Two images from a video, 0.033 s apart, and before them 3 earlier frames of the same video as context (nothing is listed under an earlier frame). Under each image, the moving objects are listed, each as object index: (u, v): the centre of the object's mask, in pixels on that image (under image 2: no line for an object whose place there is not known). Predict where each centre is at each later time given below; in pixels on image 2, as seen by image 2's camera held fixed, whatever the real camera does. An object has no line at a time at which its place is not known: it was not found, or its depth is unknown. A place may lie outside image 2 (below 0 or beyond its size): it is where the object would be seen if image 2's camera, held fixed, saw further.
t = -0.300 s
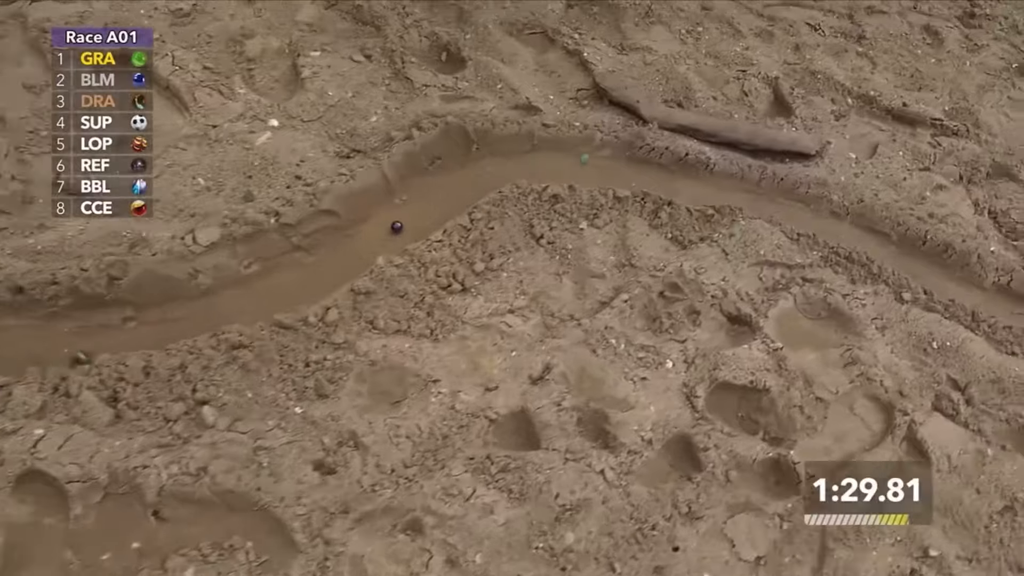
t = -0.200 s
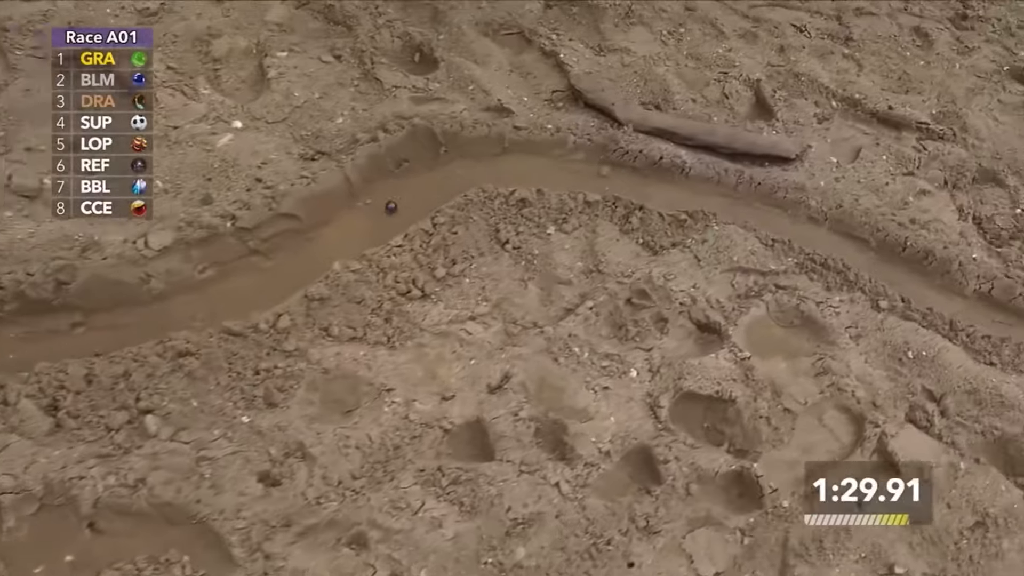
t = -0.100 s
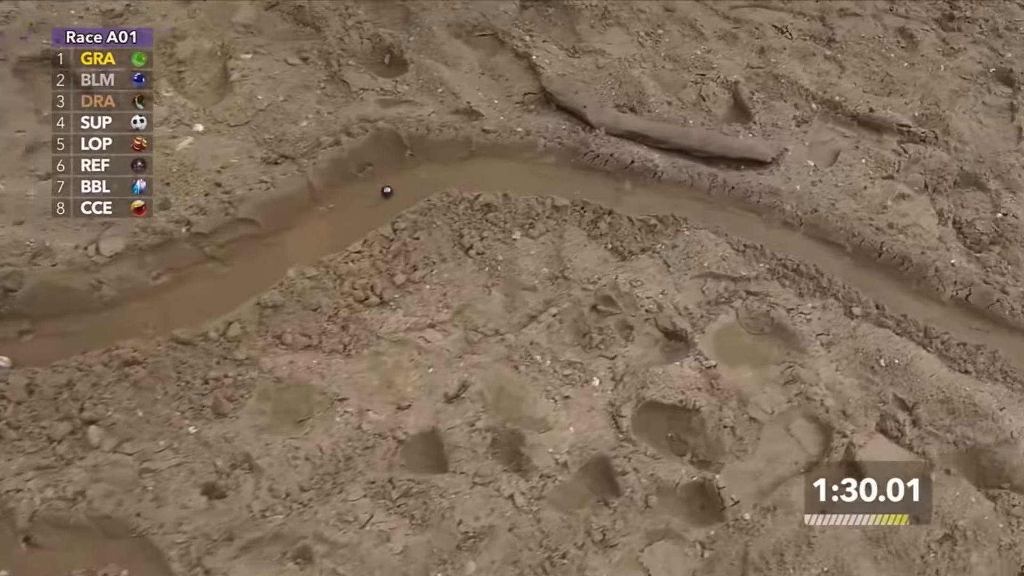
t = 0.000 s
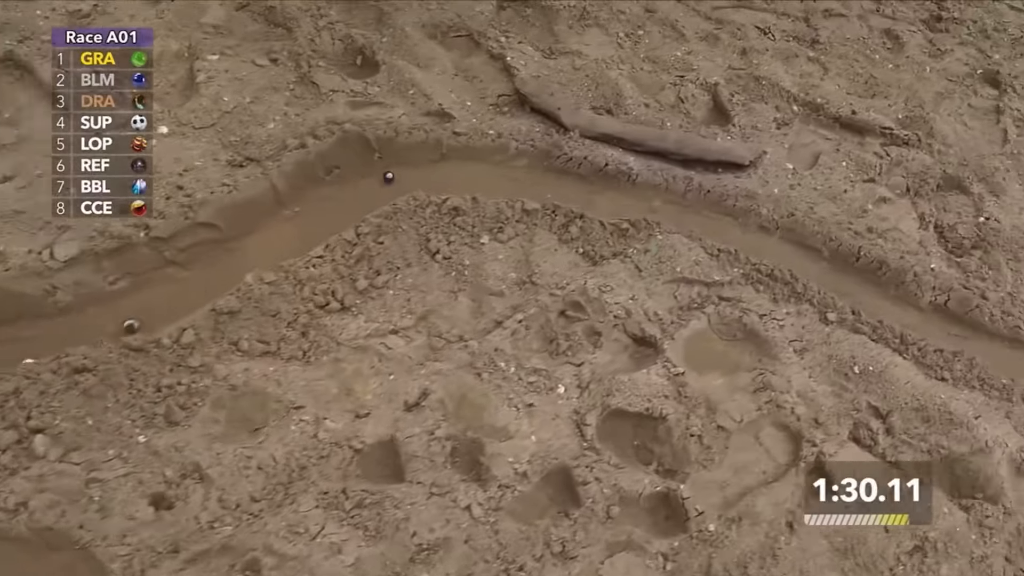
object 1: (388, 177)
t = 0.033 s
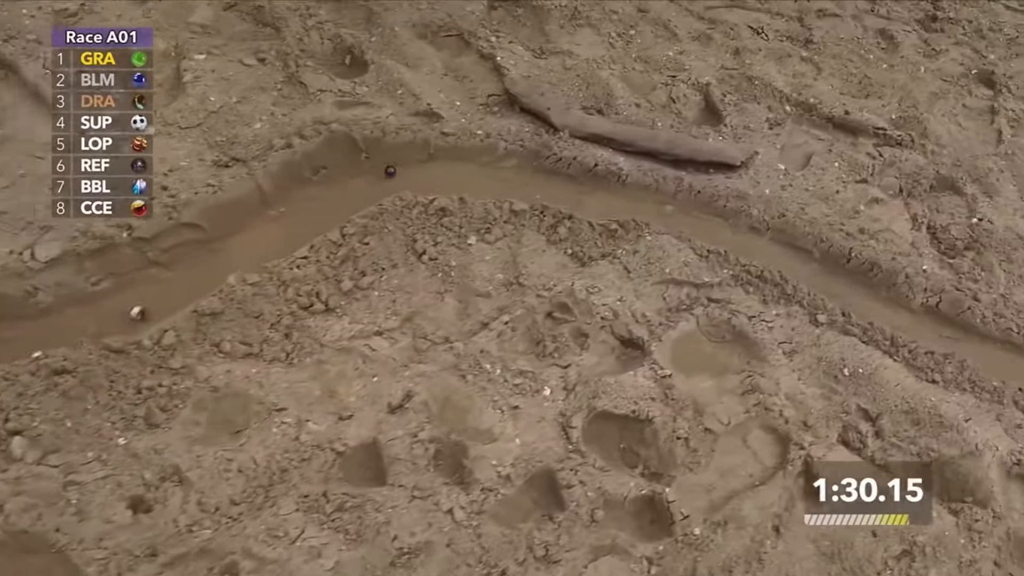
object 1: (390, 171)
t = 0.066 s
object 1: (397, 169)
